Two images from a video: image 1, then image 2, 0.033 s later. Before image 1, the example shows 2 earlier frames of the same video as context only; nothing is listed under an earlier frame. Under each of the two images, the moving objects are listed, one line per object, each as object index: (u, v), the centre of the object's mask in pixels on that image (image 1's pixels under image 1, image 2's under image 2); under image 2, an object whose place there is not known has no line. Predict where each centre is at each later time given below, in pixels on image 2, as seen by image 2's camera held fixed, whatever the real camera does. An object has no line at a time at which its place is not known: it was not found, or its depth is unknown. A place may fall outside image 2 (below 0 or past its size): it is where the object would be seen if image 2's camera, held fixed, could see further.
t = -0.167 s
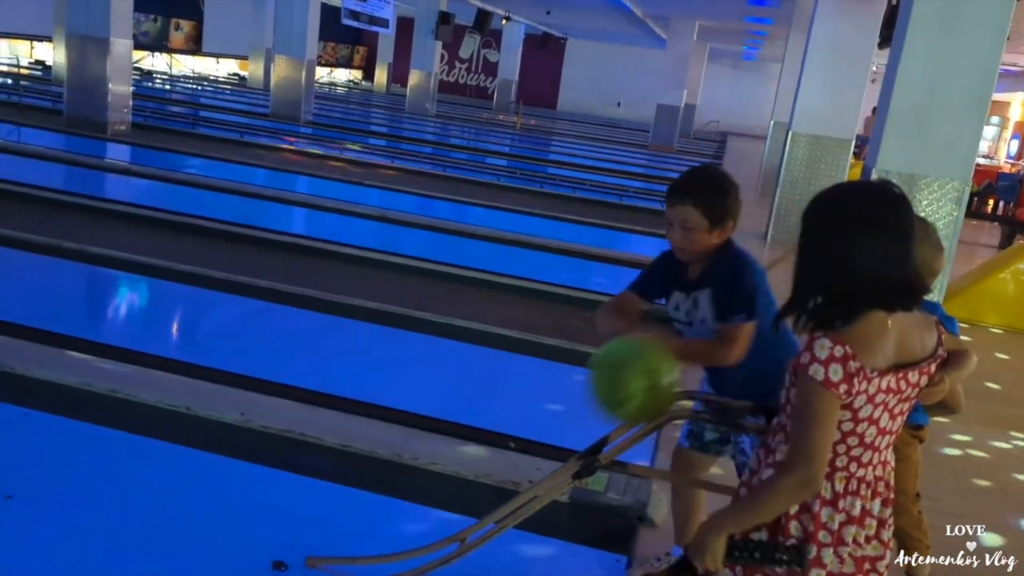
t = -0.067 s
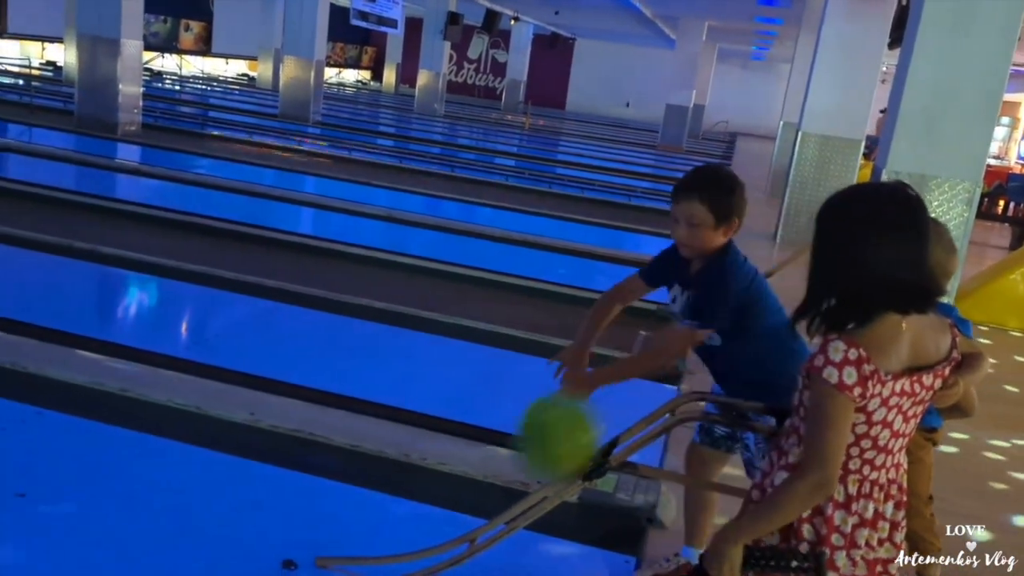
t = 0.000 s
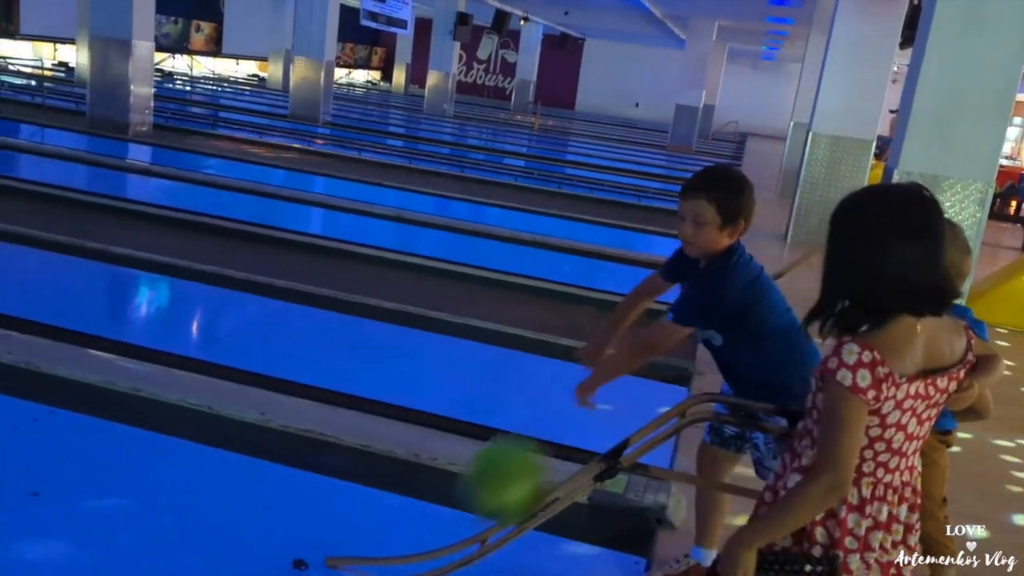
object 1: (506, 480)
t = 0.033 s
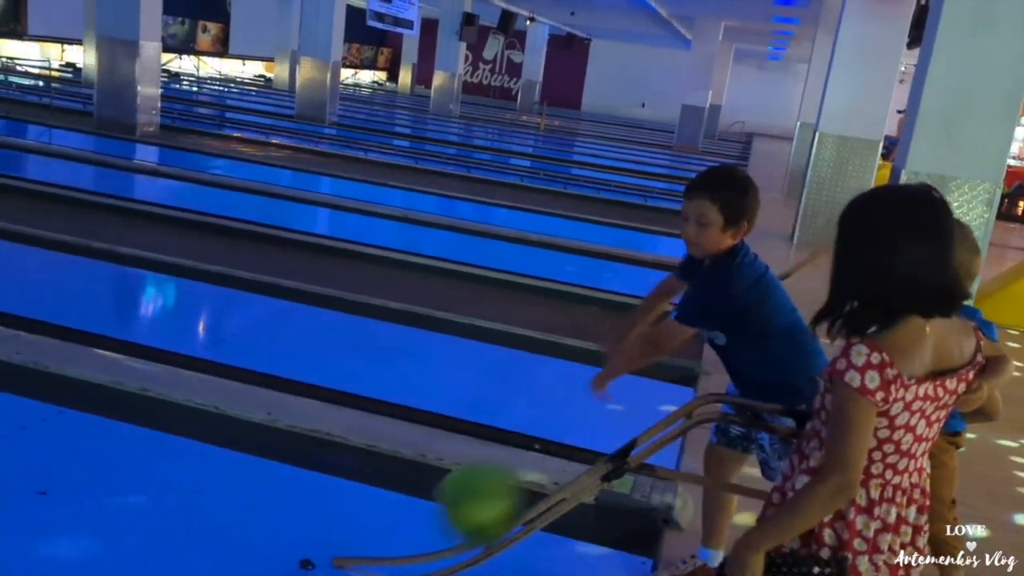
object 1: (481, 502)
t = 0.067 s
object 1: (448, 519)
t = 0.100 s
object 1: (409, 537)
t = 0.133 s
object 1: (369, 541)
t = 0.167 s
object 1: (333, 541)
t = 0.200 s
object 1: (297, 534)
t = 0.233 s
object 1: (263, 521)
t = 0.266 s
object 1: (231, 513)
